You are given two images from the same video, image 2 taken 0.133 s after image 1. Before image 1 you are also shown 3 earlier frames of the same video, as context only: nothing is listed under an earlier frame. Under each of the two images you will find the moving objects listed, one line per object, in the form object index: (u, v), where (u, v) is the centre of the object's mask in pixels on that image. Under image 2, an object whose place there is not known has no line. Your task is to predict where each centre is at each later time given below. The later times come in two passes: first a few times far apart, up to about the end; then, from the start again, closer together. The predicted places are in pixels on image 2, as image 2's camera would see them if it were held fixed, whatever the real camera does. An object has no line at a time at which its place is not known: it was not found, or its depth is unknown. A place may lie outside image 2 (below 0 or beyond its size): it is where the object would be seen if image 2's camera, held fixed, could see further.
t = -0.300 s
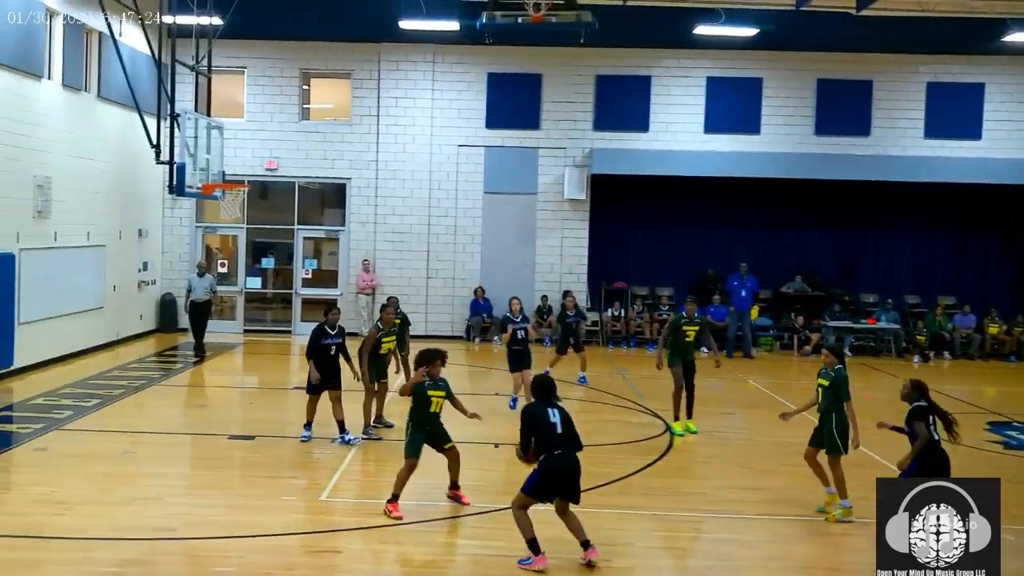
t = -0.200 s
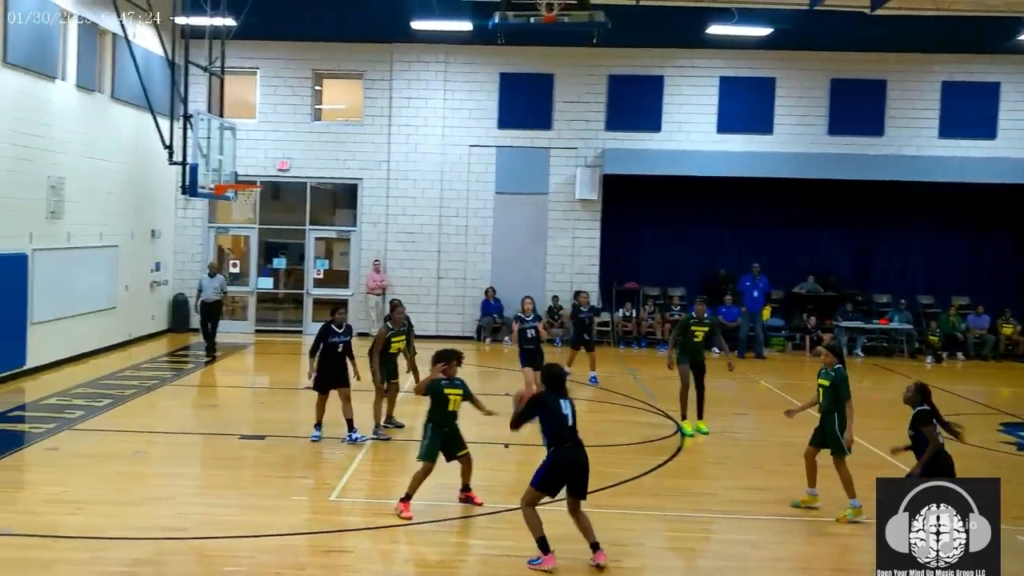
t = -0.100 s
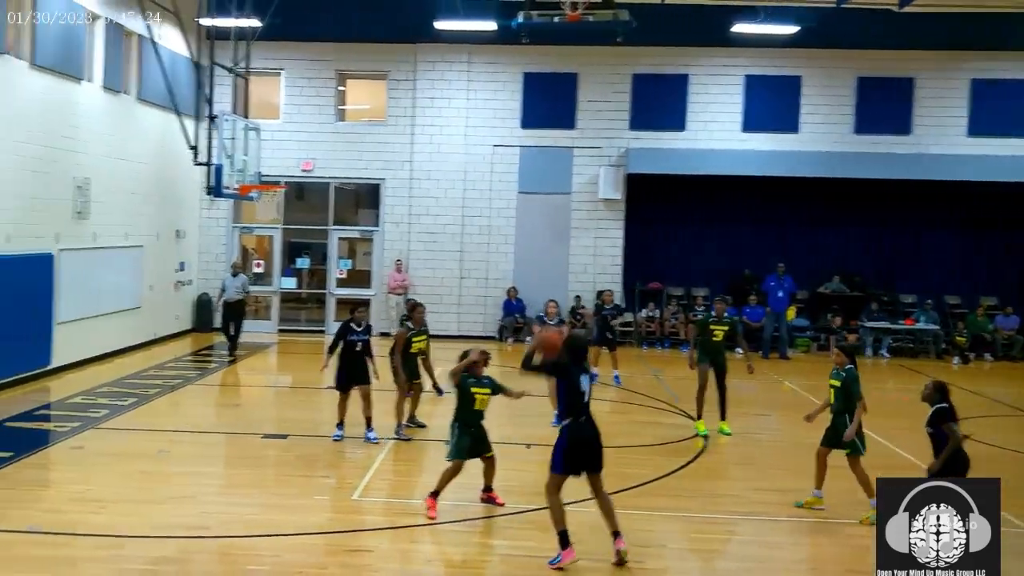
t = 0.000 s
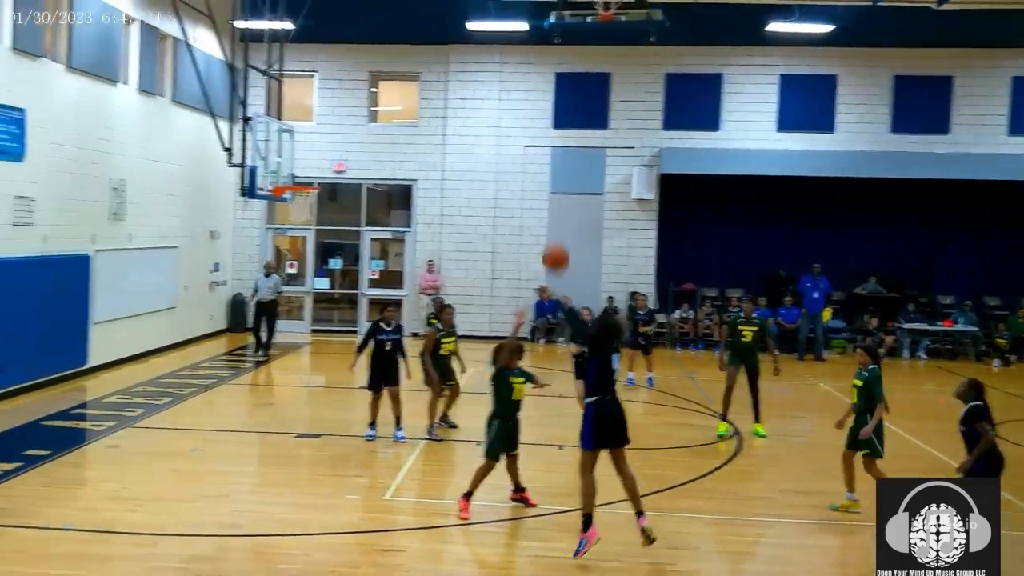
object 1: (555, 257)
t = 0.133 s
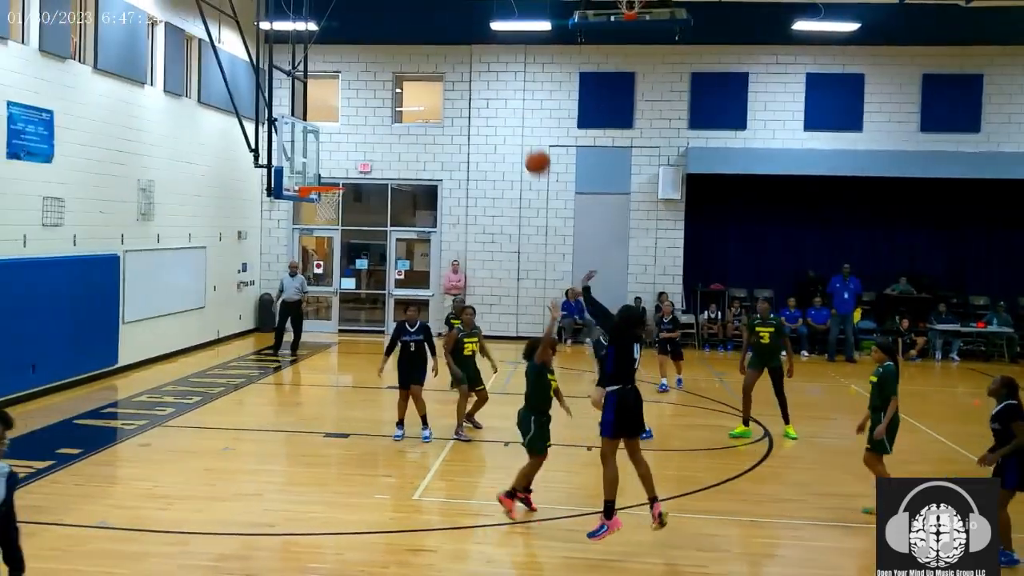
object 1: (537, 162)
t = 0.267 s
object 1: (499, 98)
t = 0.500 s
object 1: (444, 46)
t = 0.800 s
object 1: (384, 60)
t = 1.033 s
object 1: (347, 117)
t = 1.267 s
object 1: (315, 199)
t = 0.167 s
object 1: (527, 142)
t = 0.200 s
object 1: (517, 126)
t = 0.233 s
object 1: (508, 111)
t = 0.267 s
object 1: (499, 98)
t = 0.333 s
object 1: (483, 76)
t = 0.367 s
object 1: (474, 67)
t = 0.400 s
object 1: (467, 60)
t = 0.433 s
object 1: (459, 54)
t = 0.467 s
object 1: (451, 49)
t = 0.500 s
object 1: (444, 46)
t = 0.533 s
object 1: (436, 43)
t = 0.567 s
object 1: (429, 42)
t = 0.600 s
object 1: (423, 42)
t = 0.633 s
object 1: (416, 42)
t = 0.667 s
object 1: (409, 44)
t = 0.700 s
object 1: (403, 47)
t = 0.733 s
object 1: (397, 51)
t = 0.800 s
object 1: (384, 60)
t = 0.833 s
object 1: (379, 66)
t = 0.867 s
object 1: (374, 73)
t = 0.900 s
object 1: (368, 80)
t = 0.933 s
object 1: (363, 88)
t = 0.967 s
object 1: (358, 97)
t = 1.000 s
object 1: (352, 107)
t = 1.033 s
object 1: (347, 117)
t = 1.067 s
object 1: (343, 127)
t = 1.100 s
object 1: (338, 138)
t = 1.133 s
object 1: (333, 149)
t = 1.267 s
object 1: (315, 199)
